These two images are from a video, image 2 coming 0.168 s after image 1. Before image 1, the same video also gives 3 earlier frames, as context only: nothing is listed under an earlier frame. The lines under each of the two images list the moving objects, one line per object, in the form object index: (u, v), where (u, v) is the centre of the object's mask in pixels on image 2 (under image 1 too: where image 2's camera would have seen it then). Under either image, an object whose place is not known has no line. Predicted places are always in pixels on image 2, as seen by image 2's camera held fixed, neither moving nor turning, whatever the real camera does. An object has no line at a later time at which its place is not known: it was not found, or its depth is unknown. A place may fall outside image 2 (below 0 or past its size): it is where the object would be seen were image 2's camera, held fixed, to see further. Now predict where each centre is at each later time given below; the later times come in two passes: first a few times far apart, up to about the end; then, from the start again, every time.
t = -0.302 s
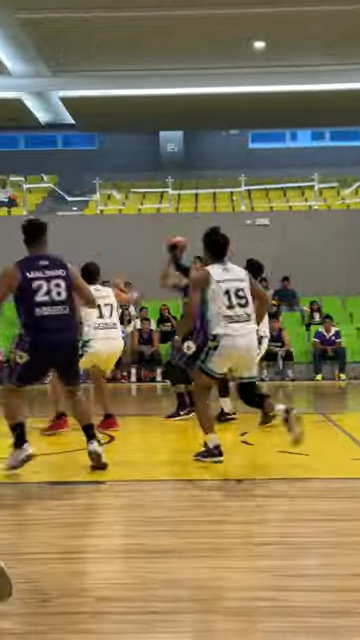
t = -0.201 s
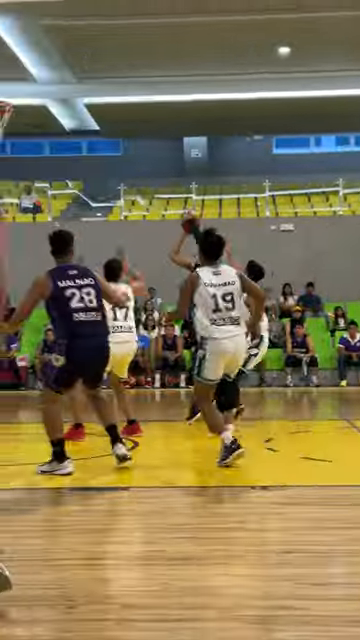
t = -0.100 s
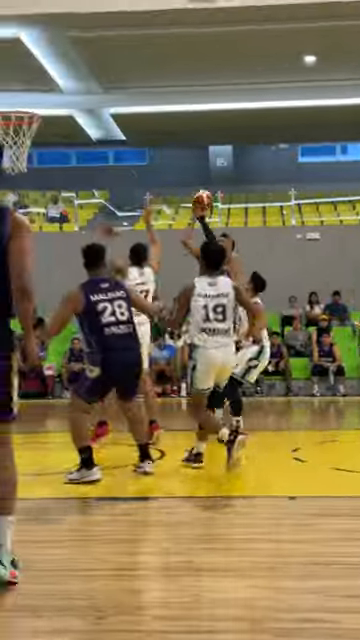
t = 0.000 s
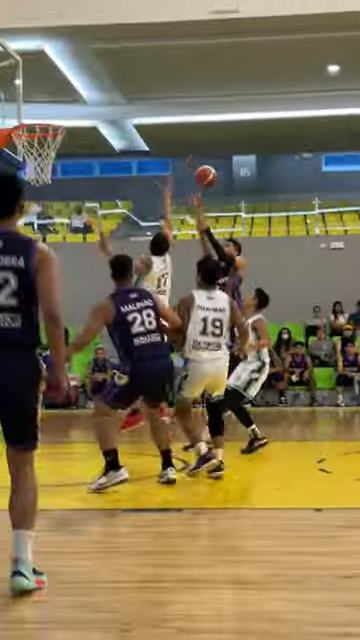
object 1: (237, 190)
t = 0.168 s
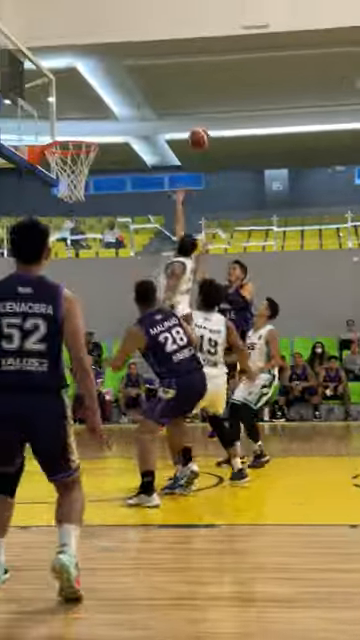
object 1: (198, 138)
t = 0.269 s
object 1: (175, 119)
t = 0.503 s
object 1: (116, 108)
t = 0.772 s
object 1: (60, 145)
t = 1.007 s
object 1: (100, 155)
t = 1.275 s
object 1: (77, 186)
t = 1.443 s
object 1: (54, 211)
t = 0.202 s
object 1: (191, 131)
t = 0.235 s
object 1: (183, 124)
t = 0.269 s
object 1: (175, 119)
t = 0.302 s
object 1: (167, 115)
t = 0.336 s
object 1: (158, 111)
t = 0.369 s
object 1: (150, 108)
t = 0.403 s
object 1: (143, 107)
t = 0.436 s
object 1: (133, 106)
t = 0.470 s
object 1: (125, 106)
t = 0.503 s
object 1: (116, 108)
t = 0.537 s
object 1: (107, 111)
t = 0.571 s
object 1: (98, 114)
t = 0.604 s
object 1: (89, 120)
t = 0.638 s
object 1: (79, 126)
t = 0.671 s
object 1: (70, 132)
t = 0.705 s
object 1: (62, 139)
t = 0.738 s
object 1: (61, 144)
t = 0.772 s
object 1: (60, 145)
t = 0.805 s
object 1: (65, 147)
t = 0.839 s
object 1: (74, 152)
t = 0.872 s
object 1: (79, 154)
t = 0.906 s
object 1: (88, 157)
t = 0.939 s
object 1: (92, 156)
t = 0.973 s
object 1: (96, 157)
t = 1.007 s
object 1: (100, 155)
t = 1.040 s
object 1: (103, 165)
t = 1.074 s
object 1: (98, 172)
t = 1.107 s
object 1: (97, 163)
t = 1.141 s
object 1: (92, 173)
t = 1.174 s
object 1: (90, 174)
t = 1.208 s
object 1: (87, 178)
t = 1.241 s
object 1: (84, 181)
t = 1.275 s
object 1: (77, 186)
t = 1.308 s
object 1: (72, 189)
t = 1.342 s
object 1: (69, 189)
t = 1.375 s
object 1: (63, 198)
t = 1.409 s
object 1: (58, 204)
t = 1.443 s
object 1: (54, 211)
